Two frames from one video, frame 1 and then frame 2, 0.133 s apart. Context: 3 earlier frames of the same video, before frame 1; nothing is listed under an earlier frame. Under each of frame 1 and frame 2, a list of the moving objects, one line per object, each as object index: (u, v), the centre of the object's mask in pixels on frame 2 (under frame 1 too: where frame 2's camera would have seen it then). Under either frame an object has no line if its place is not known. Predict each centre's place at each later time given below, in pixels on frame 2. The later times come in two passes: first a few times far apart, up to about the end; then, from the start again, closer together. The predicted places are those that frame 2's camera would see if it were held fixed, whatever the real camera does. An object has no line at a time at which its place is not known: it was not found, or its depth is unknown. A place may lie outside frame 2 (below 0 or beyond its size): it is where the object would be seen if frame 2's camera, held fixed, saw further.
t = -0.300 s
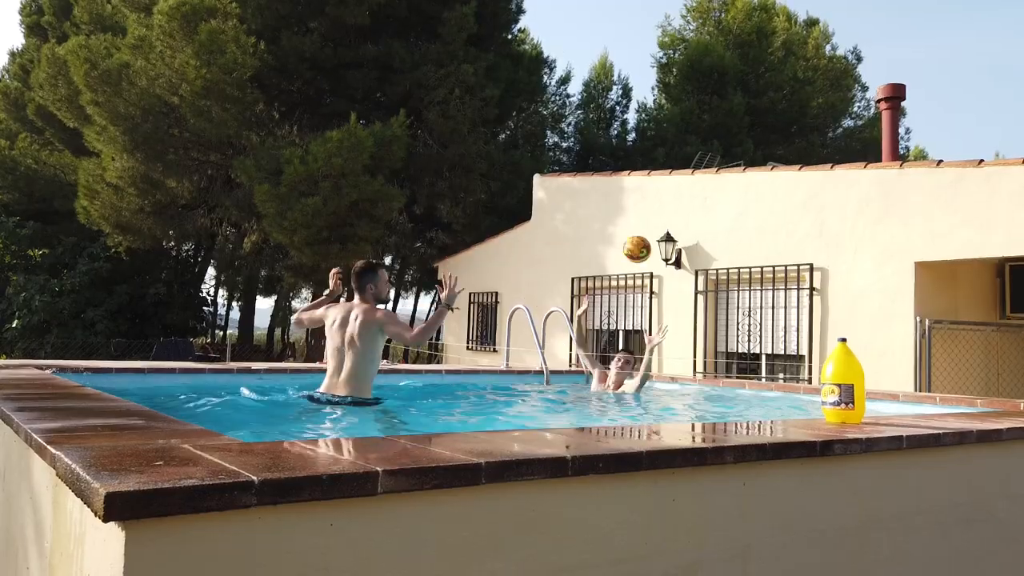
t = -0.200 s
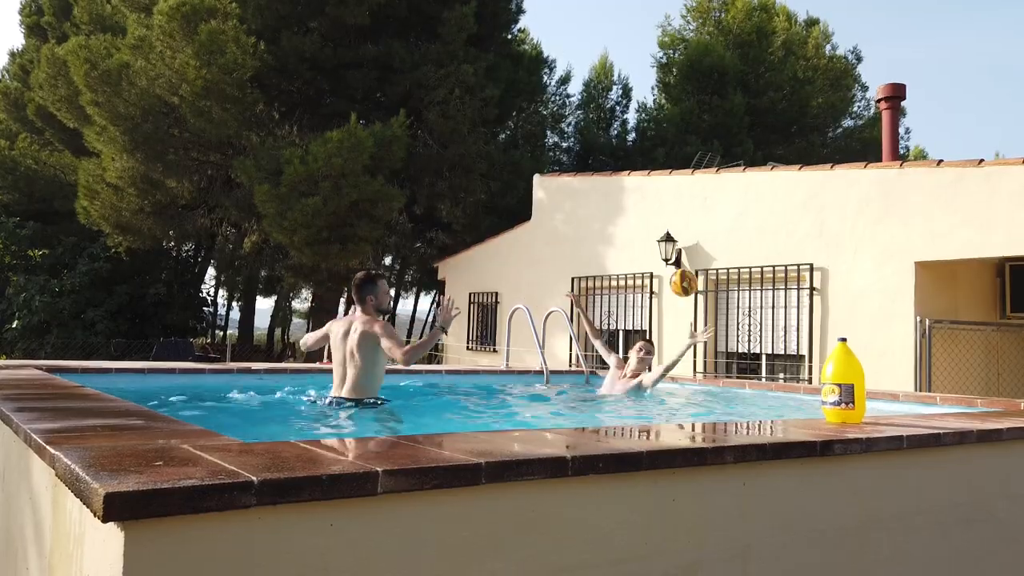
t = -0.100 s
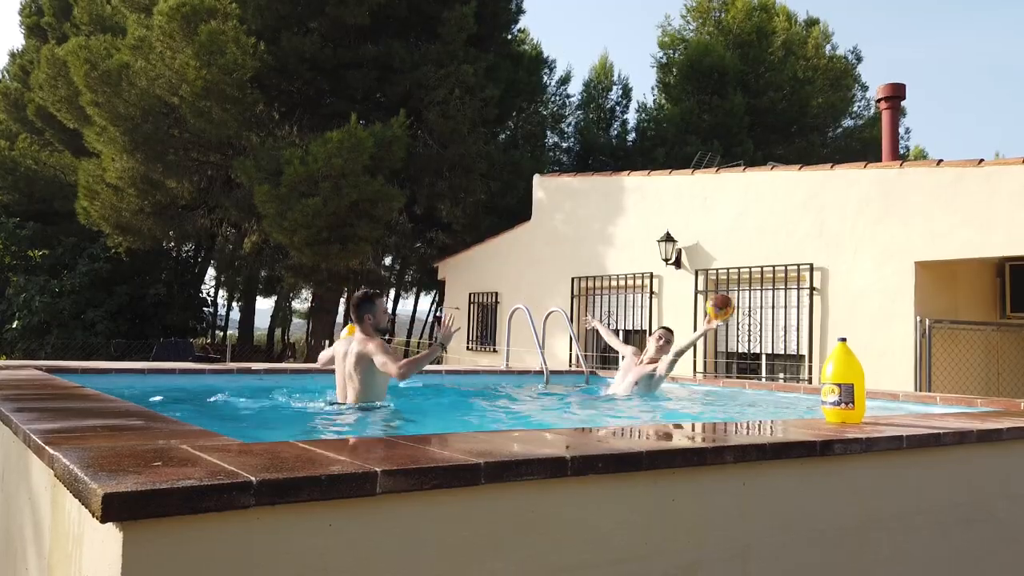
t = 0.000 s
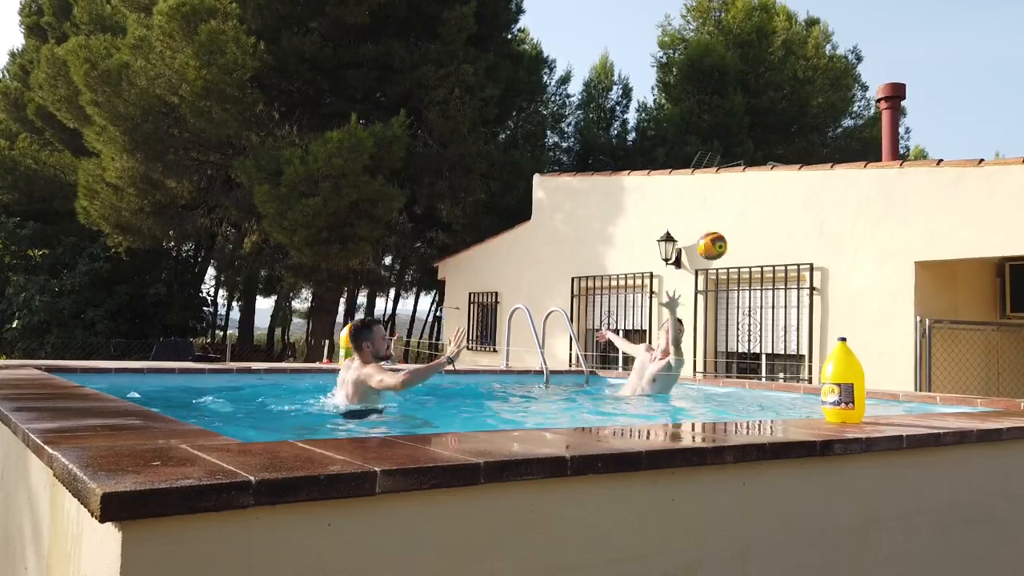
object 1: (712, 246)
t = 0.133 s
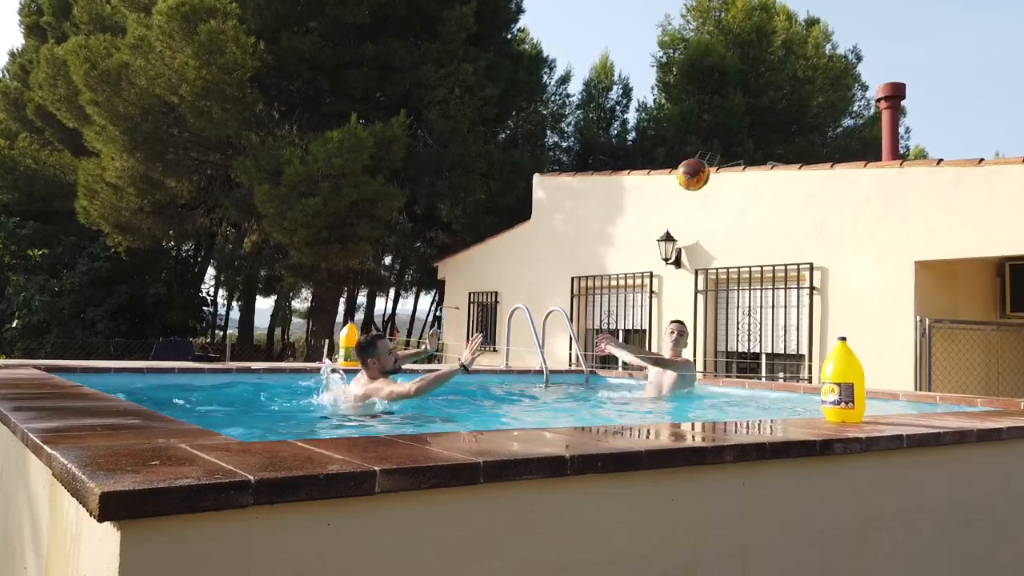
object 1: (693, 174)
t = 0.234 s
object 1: (677, 134)
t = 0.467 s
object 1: (629, 109)
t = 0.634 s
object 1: (576, 189)
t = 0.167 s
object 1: (688, 159)
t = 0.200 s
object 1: (682, 146)
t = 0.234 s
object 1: (677, 134)
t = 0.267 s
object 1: (671, 124)
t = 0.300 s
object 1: (665, 116)
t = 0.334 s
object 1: (659, 110)
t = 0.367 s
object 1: (652, 106)
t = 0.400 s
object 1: (644, 104)
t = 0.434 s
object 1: (636, 105)
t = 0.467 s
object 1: (629, 109)
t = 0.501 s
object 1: (620, 118)
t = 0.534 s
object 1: (610, 129)
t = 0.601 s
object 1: (588, 164)
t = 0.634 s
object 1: (576, 189)
